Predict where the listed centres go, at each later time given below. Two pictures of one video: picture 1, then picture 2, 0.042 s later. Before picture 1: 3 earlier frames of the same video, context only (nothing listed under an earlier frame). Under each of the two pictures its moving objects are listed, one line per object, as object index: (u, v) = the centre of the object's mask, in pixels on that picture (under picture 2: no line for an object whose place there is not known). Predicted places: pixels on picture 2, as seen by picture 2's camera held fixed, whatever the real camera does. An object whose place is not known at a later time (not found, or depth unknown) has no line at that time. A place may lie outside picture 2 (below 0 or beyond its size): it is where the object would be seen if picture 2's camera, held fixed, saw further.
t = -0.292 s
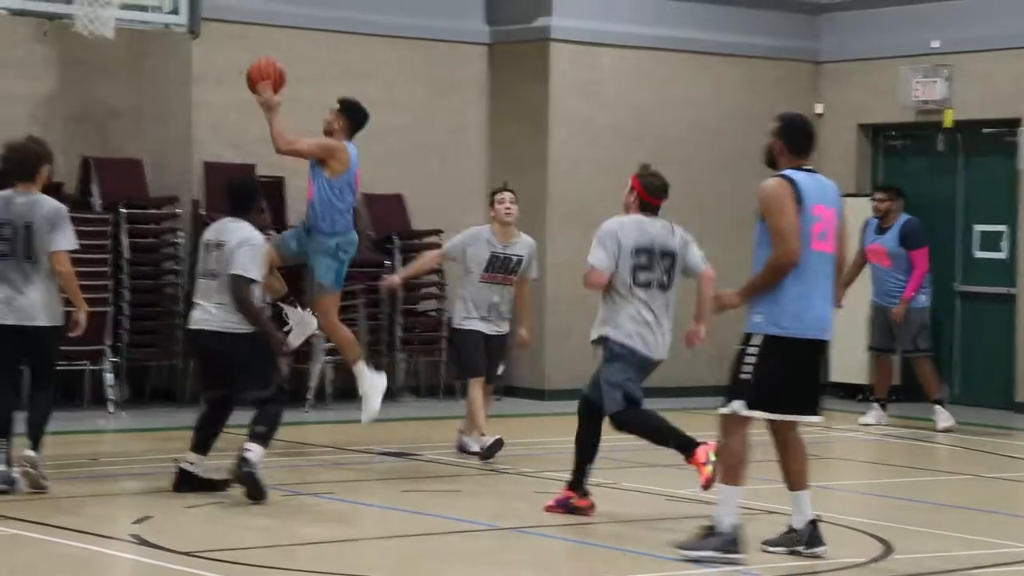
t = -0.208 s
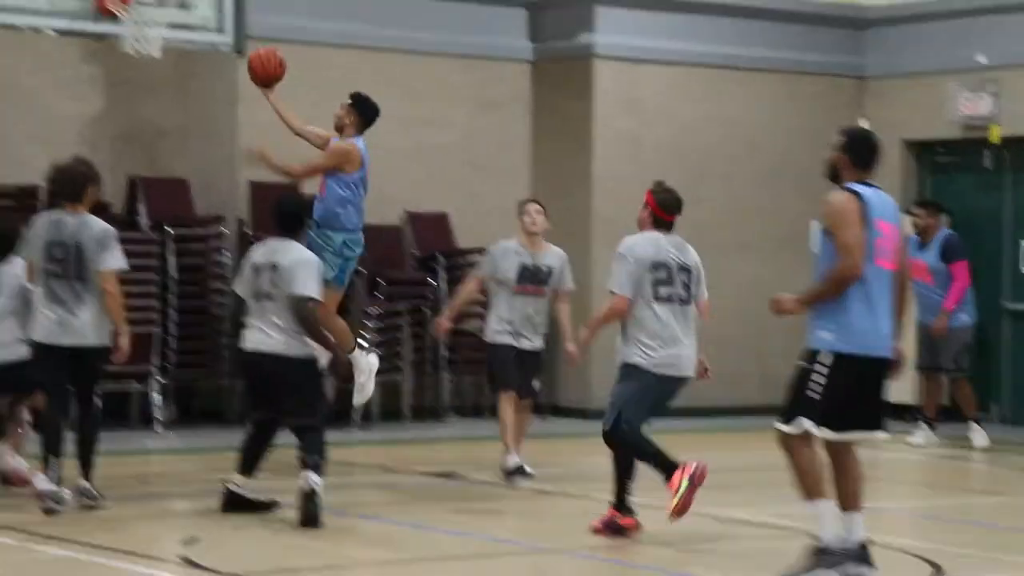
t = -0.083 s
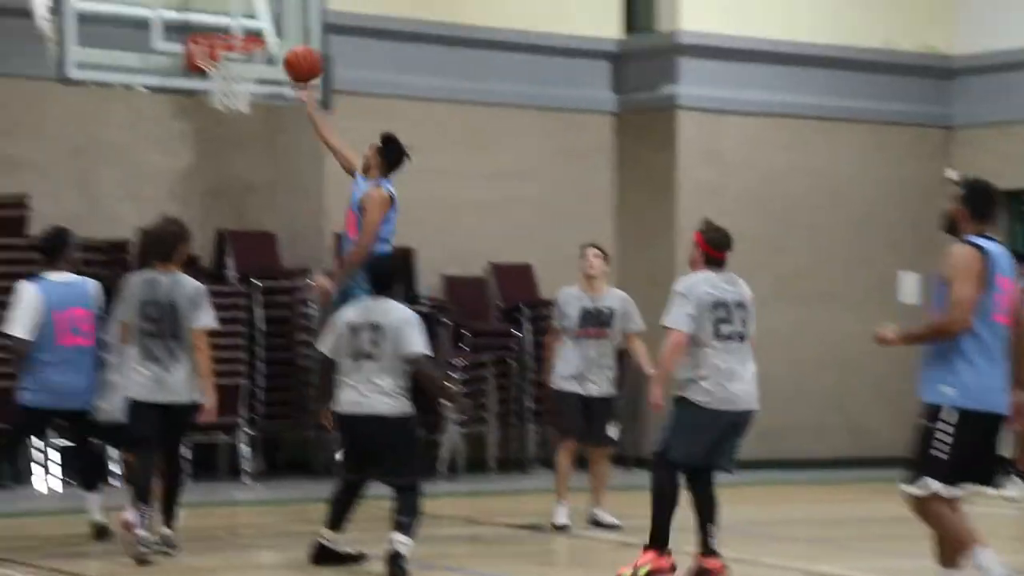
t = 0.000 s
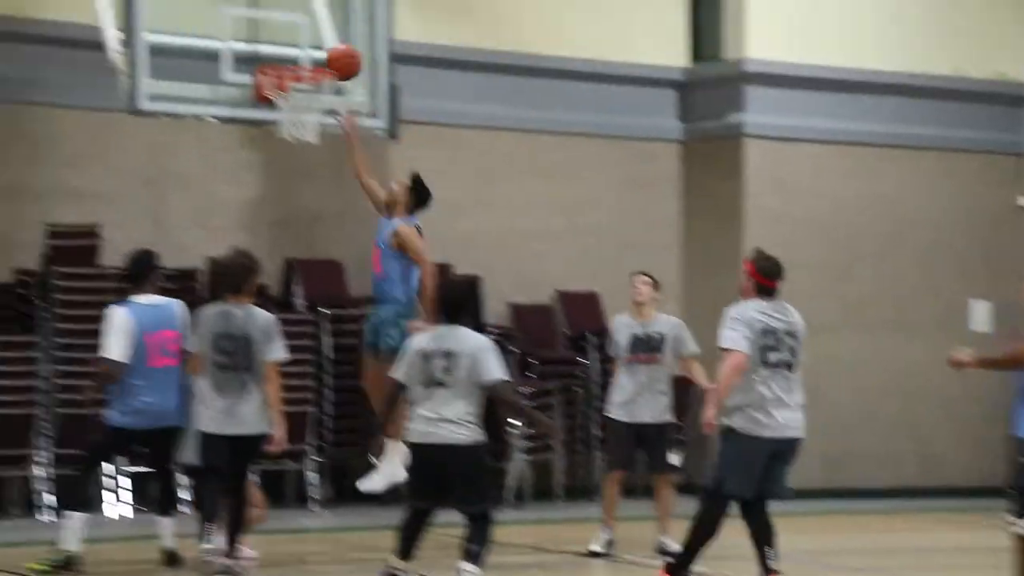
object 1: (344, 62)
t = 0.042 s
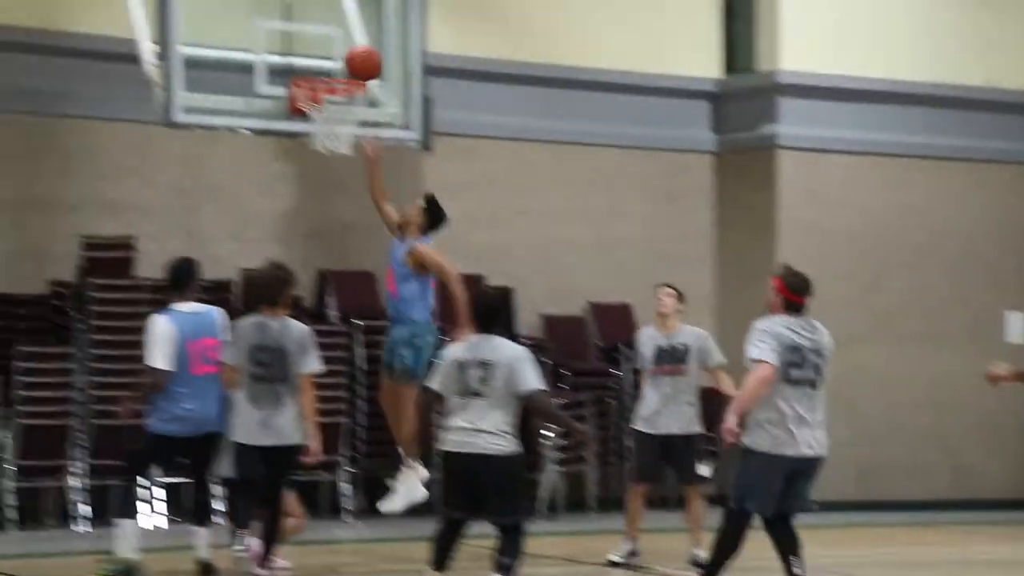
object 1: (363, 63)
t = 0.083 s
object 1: (350, 53)
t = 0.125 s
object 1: (349, 48)
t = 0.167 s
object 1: (349, 43)
